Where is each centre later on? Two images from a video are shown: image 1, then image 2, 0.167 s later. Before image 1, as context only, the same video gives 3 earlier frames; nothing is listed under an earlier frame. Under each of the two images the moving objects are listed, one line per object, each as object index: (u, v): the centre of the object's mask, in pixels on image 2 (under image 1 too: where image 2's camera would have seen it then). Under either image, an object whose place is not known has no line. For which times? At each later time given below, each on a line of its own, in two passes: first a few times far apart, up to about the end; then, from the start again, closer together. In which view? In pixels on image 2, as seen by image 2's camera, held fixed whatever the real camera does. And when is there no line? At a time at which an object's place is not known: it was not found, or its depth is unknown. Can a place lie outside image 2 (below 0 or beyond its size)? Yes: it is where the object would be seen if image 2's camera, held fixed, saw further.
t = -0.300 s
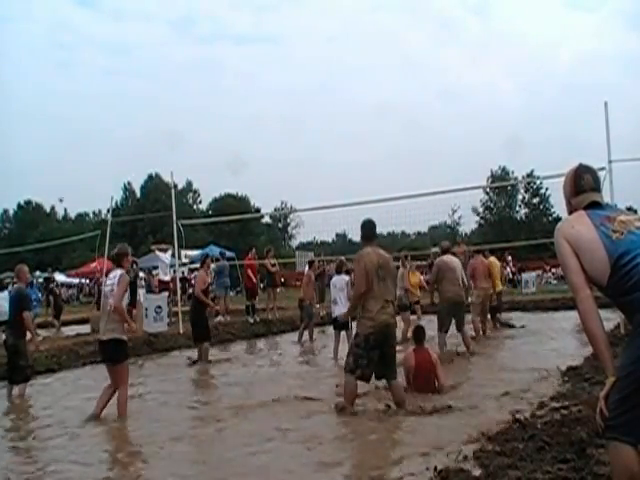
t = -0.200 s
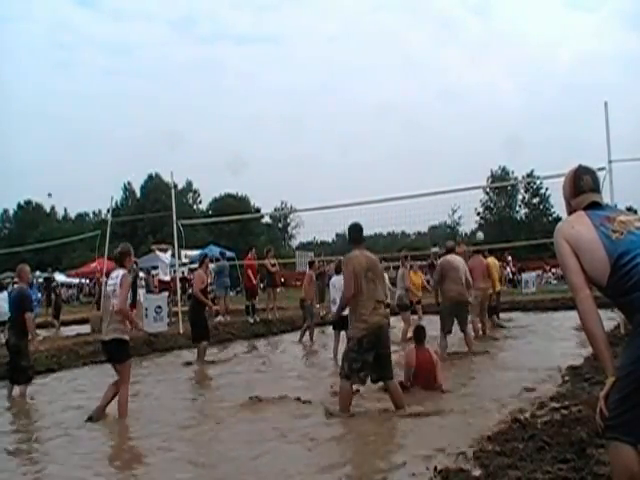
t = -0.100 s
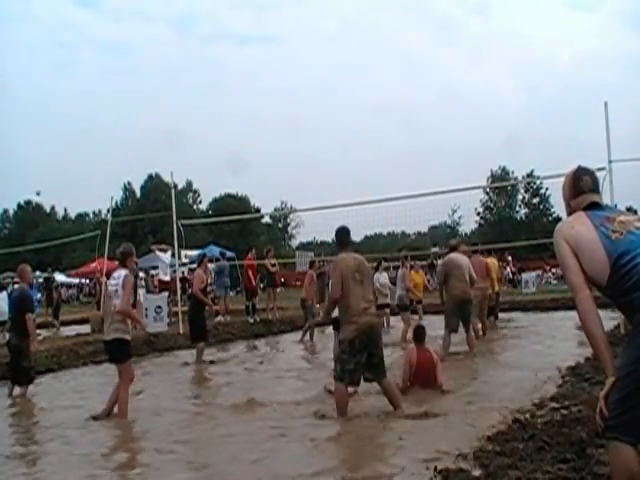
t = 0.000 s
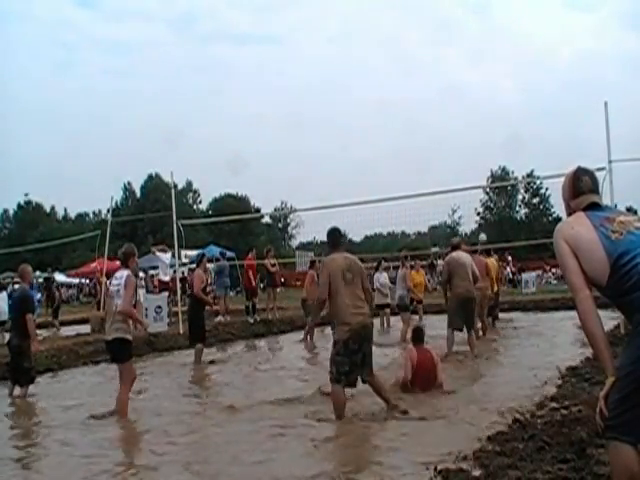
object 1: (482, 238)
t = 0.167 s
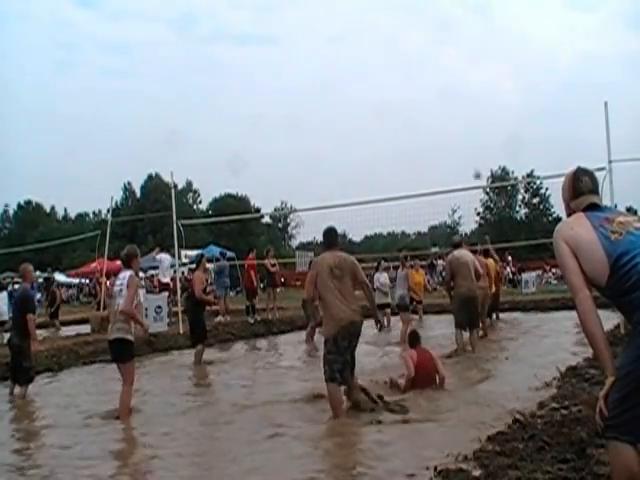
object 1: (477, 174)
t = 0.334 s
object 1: (474, 120)
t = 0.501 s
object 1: (472, 75)
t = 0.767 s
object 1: (473, 31)
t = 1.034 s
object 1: (478, 27)
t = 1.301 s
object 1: (489, 72)
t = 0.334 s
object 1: (474, 120)
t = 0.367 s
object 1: (473, 110)
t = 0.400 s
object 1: (473, 101)
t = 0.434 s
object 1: (473, 92)
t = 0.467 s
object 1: (473, 83)
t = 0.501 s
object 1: (472, 75)
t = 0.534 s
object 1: (472, 68)
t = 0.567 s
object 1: (472, 61)
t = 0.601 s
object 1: (472, 55)
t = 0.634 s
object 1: (473, 49)
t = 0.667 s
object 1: (472, 44)
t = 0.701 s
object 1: (473, 39)
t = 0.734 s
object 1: (473, 35)
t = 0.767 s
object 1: (473, 31)
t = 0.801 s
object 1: (474, 28)
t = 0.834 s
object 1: (474, 26)
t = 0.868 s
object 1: (475, 25)
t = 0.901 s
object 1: (475, 23)
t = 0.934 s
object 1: (476, 23)
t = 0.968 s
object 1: (477, 24)
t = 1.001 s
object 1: (477, 25)
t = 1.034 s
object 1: (478, 27)
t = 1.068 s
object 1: (479, 29)
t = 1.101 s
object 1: (481, 33)
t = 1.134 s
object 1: (481, 37)
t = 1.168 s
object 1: (483, 42)
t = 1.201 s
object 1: (484, 48)
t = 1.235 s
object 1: (486, 56)
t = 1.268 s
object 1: (487, 63)
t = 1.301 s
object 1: (489, 72)
